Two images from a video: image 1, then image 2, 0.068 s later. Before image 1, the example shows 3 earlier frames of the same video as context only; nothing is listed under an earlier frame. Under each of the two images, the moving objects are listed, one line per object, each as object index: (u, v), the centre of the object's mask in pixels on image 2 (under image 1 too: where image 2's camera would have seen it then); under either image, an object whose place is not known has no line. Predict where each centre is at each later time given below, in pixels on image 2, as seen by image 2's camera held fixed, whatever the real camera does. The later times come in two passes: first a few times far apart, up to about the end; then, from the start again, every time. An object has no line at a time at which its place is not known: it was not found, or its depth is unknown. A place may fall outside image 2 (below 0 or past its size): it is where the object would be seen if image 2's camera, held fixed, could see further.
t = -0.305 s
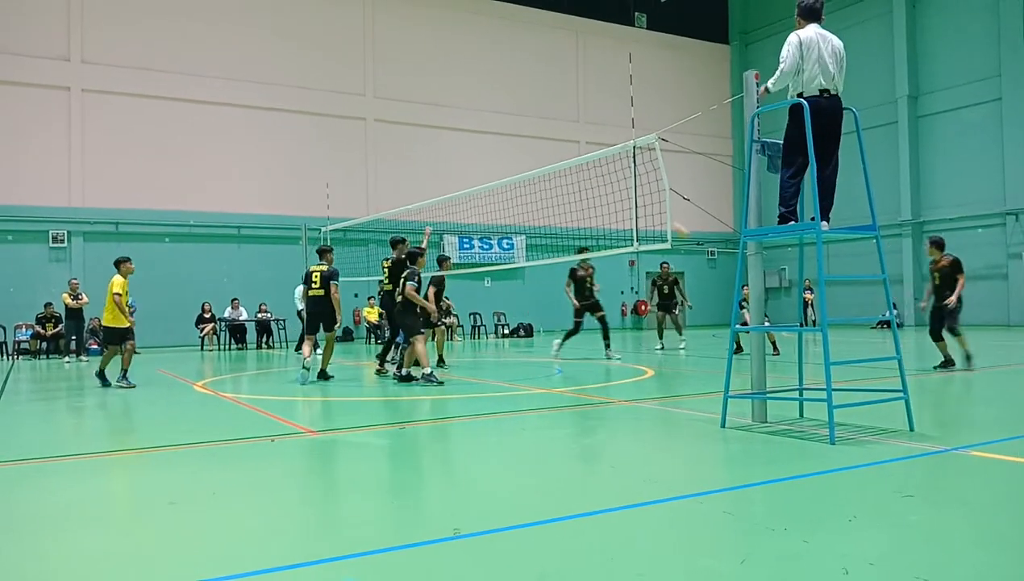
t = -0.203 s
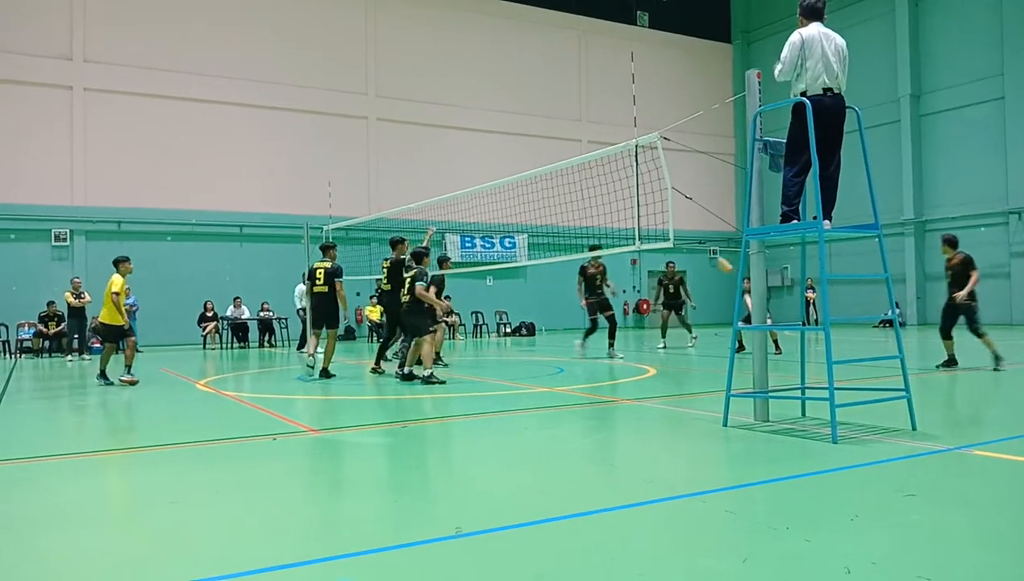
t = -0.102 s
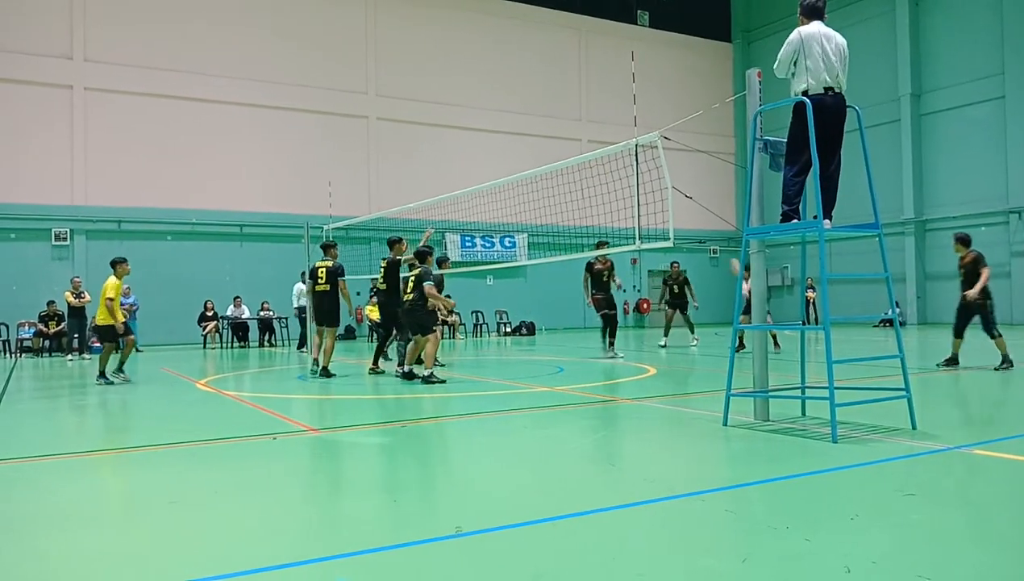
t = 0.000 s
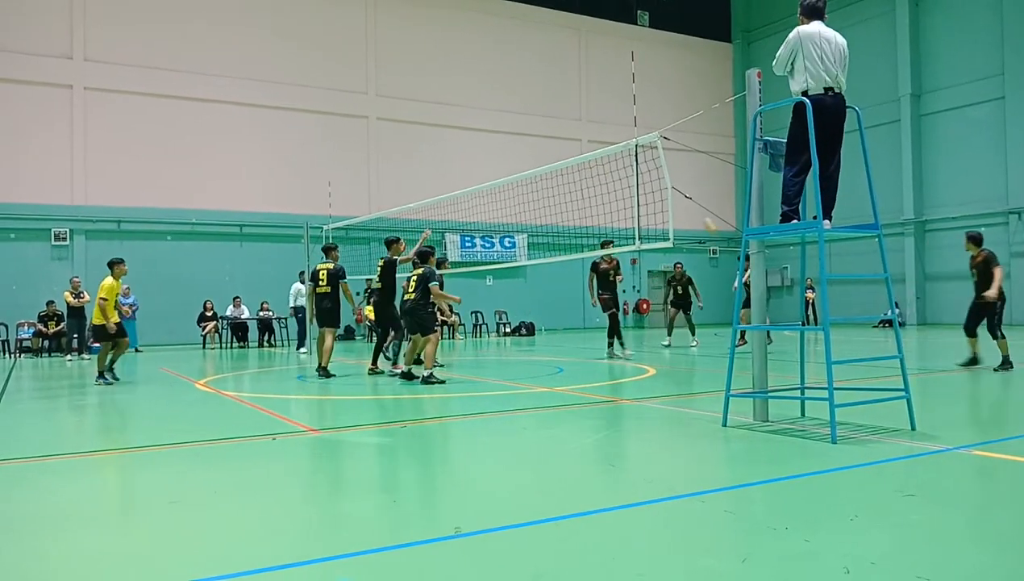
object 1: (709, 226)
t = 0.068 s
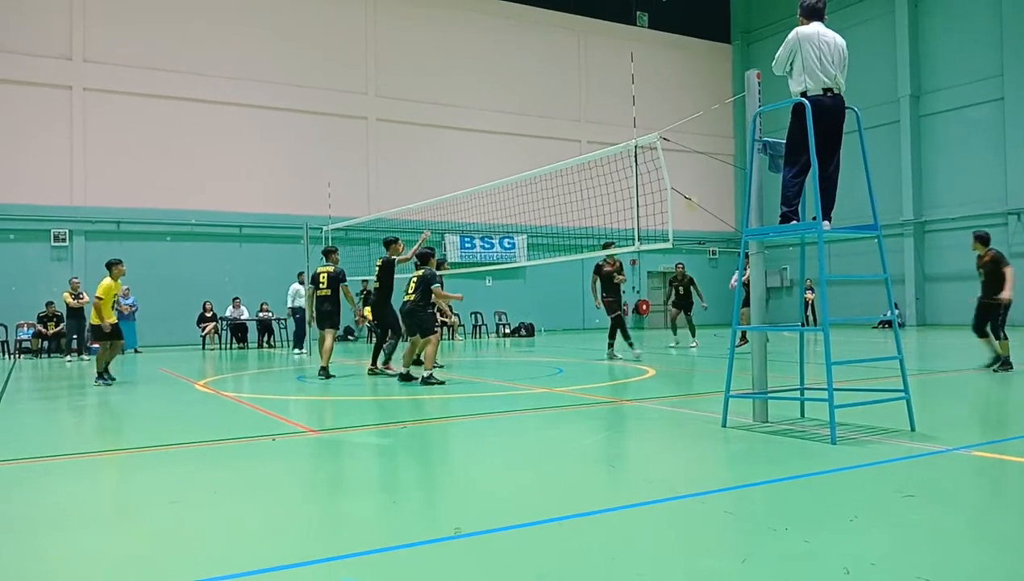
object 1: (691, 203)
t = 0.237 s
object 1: (652, 154)
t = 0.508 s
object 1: (589, 110)
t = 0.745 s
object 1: (539, 105)
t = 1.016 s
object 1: (483, 135)
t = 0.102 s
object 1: (683, 192)
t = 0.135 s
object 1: (676, 181)
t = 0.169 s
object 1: (669, 171)
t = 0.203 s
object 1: (657, 164)
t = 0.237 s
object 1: (652, 154)
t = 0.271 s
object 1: (644, 148)
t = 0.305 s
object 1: (635, 136)
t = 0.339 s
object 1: (628, 133)
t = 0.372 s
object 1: (621, 127)
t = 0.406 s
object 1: (612, 122)
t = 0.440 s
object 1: (605, 118)
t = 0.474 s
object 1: (597, 114)
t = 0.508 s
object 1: (589, 110)
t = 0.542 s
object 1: (582, 107)
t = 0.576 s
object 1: (575, 106)
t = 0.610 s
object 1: (568, 105)
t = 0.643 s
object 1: (560, 103)
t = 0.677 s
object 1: (553, 103)
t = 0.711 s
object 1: (545, 105)
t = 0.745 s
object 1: (539, 105)
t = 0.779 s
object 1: (532, 107)
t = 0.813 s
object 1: (524, 110)
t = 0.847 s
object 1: (517, 112)
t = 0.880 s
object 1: (510, 115)
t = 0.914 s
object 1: (503, 120)
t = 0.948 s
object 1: (497, 124)
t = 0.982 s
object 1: (489, 129)
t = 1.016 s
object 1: (483, 135)
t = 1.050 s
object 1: (476, 143)
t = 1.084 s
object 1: (468, 150)
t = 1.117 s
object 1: (462, 157)
